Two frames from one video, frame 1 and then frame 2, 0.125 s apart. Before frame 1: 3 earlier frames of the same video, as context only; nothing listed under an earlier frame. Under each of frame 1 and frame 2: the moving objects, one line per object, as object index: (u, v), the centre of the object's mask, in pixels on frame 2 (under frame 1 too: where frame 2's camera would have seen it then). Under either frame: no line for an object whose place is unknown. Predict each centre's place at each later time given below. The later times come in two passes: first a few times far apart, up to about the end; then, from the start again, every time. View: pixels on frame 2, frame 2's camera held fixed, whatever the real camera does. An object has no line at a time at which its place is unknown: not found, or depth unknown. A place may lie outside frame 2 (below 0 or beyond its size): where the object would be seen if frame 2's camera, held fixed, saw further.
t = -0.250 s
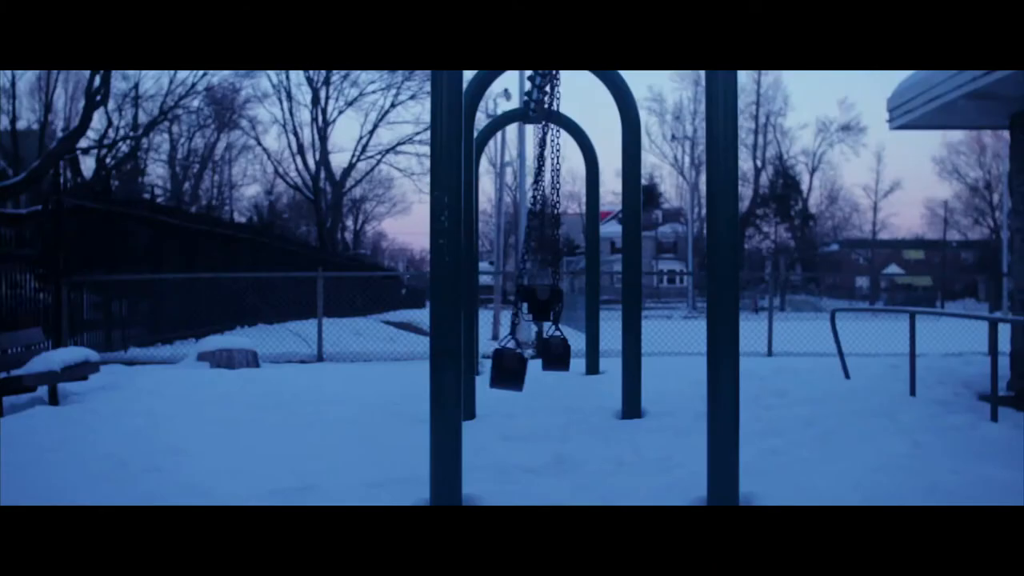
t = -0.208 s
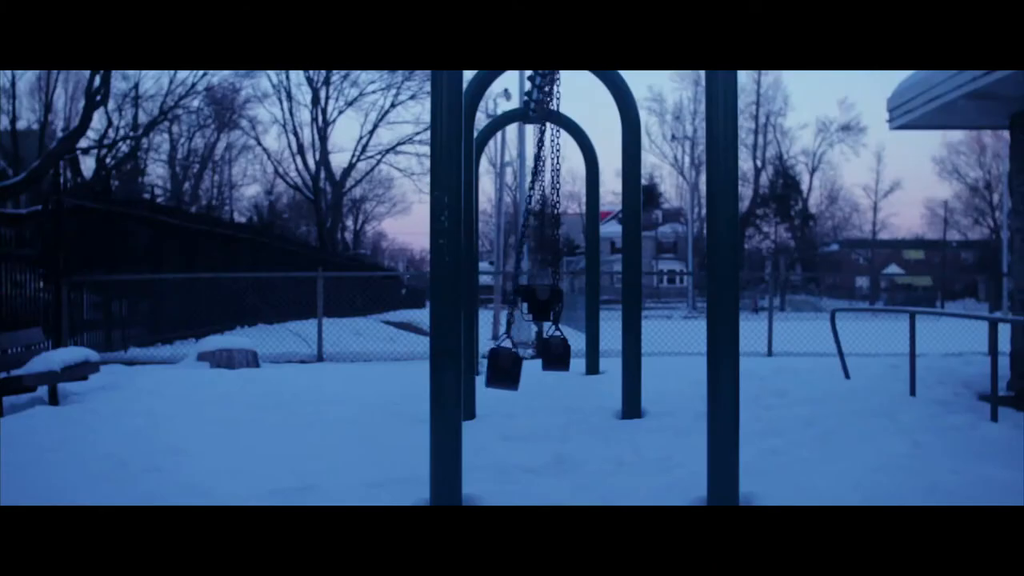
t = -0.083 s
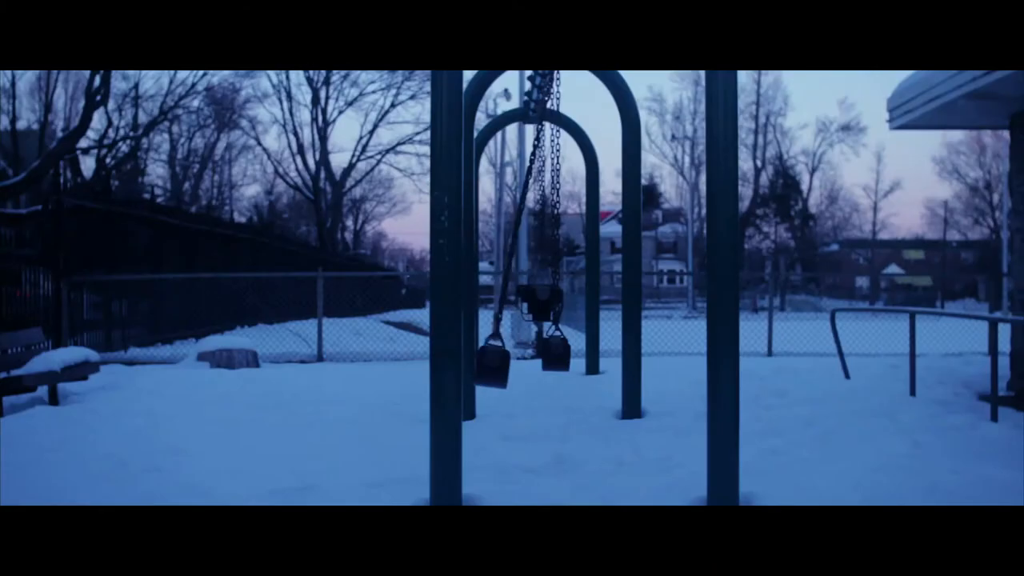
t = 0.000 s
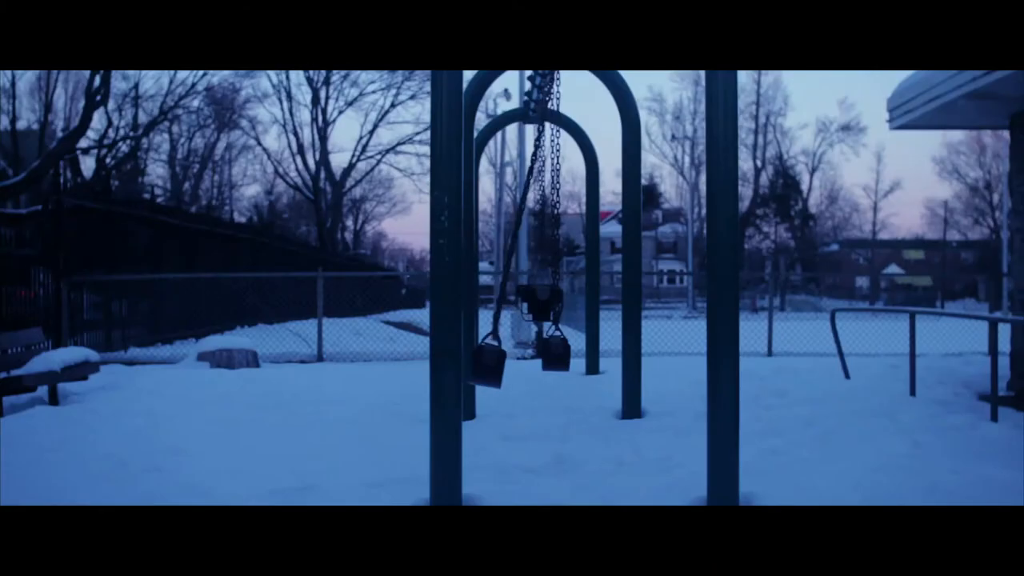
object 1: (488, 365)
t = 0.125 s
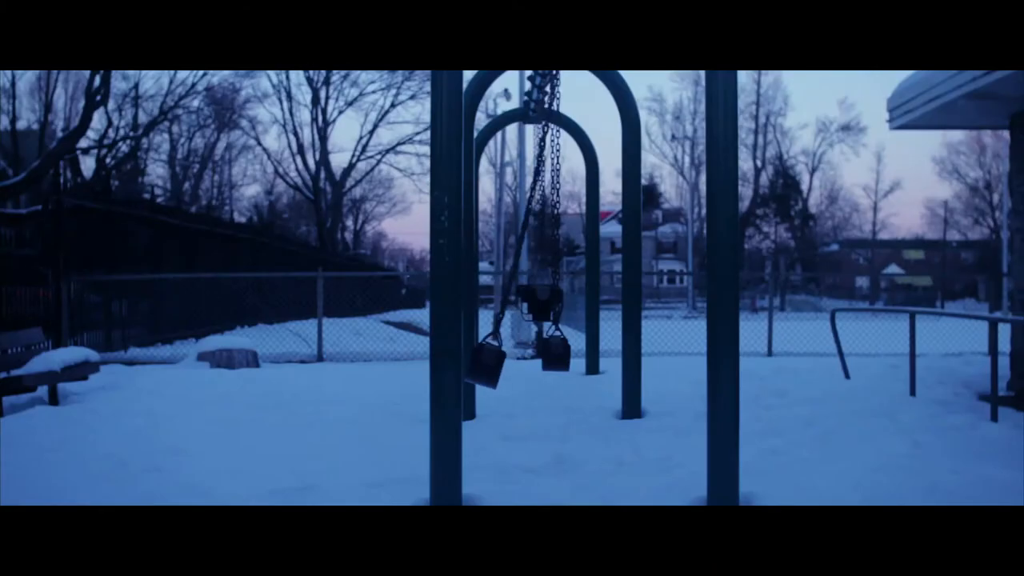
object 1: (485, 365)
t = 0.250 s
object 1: (492, 365)
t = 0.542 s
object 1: (545, 373)
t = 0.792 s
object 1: (600, 372)
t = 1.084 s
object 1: (641, 369)
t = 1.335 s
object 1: (653, 366)
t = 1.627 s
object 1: (634, 368)
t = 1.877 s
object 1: (584, 374)
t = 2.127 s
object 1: (530, 371)
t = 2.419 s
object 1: (497, 367)
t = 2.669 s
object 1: (494, 367)
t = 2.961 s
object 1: (519, 371)
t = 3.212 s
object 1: (573, 376)
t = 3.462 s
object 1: (622, 369)
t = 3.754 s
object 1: (647, 366)
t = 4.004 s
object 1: (643, 367)
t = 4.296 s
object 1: (610, 371)
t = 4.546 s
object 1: (557, 377)
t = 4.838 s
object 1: (505, 368)
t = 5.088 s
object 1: (493, 367)
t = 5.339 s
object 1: (506, 369)
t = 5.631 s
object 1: (546, 374)
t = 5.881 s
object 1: (598, 373)
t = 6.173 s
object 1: (642, 366)
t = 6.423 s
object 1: (647, 366)
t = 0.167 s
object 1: (486, 365)
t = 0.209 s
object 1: (488, 365)
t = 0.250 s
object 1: (492, 365)
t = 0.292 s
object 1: (497, 366)
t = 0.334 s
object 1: (503, 367)
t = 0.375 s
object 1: (510, 368)
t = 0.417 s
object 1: (518, 370)
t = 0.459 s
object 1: (526, 371)
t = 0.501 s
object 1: (535, 372)
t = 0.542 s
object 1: (545, 373)
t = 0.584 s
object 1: (555, 375)
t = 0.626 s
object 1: (565, 375)
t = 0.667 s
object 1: (575, 375)
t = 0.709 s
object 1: (584, 374)
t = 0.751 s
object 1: (592, 373)
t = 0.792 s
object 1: (600, 372)
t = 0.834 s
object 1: (608, 371)
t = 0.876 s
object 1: (617, 370)
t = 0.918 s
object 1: (621, 371)
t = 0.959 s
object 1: (627, 370)
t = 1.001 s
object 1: (632, 369)
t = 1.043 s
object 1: (637, 369)
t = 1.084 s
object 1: (641, 369)
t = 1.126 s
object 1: (644, 367)
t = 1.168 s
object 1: (648, 367)
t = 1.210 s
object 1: (650, 367)
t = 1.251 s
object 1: (651, 366)
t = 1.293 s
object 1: (652, 366)
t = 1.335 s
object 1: (653, 366)
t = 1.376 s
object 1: (652, 366)
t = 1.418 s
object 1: (652, 366)
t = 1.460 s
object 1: (650, 366)
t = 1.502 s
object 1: (648, 366)
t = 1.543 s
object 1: (644, 365)
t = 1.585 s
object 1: (639, 367)
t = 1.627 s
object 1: (634, 368)
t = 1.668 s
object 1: (627, 368)
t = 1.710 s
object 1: (620, 369)
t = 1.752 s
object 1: (612, 371)
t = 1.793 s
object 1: (602, 372)
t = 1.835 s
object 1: (593, 373)
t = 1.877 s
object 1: (584, 374)
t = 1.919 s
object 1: (574, 375)
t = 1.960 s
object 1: (565, 375)
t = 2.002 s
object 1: (555, 368)
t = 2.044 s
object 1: (546, 372)
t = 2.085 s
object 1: (537, 372)
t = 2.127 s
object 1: (530, 371)
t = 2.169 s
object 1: (523, 370)
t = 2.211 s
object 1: (516, 370)
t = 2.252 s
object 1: (511, 369)
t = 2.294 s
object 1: (506, 369)
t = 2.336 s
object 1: (502, 368)
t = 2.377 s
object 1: (499, 368)
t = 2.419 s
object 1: (497, 367)
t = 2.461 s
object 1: (495, 367)
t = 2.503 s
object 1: (494, 367)
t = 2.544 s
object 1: (493, 366)
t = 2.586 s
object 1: (493, 366)
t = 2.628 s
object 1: (493, 366)
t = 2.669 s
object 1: (494, 367)
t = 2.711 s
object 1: (495, 367)
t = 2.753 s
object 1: (497, 367)
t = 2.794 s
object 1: (500, 368)
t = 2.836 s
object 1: (503, 369)
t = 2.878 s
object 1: (508, 369)
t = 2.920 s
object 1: (513, 370)
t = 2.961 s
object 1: (519, 371)
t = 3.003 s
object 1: (527, 371)
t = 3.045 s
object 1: (535, 372)
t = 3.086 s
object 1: (543, 373)
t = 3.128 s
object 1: (553, 375)
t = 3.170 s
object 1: (564, 377)
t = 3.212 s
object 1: (573, 376)
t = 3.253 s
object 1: (582, 375)
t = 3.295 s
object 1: (591, 374)
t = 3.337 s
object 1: (600, 373)
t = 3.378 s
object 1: (609, 372)
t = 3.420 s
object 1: (615, 371)
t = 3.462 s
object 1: (622, 369)
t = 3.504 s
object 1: (629, 369)
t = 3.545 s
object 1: (634, 369)
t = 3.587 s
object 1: (638, 368)
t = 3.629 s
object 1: (642, 367)
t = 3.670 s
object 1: (645, 367)
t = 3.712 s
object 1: (646, 367)
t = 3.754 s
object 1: (647, 366)
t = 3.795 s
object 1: (647, 366)
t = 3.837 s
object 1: (647, 366)
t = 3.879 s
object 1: (646, 366)
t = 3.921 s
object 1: (646, 366)
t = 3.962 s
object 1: (645, 367)
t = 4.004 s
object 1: (643, 367)
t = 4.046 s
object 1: (640, 368)
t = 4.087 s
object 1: (637, 368)
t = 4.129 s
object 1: (633, 369)
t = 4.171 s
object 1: (628, 369)
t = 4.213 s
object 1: (622, 370)
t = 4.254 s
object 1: (617, 371)
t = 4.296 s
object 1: (610, 371)
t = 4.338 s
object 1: (601, 372)
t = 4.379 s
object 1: (593, 373)
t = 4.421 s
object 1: (585, 374)
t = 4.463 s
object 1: (576, 375)
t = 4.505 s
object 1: (567, 376)
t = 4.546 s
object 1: (557, 377)
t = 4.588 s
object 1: (546, 377)
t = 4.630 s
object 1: (538, 373)
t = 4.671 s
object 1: (531, 371)
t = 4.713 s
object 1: (523, 370)
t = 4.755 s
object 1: (516, 370)
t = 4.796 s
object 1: (511, 369)
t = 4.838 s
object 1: (505, 368)
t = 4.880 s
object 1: (501, 367)
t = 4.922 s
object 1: (497, 367)
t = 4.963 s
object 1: (495, 366)
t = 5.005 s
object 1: (494, 367)
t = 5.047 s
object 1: (493, 367)
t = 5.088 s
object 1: (493, 367)
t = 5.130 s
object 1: (494, 367)
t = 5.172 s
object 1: (495, 367)
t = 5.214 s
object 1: (498, 367)
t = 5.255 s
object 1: (500, 368)
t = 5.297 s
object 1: (503, 368)
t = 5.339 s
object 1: (506, 369)
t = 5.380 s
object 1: (510, 370)
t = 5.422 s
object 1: (515, 370)
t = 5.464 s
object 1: (519, 371)
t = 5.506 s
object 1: (525, 371)
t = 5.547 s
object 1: (531, 372)
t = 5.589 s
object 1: (538, 373)
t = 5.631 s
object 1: (546, 374)
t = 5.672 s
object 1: (554, 375)
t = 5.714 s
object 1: (564, 376)
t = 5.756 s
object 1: (572, 375)
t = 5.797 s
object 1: (581, 375)
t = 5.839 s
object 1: (589, 374)
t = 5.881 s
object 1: (598, 373)
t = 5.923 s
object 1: (606, 372)
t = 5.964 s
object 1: (613, 371)
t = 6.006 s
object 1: (621, 370)
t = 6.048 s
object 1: (627, 369)
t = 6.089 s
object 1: (633, 368)
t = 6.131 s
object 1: (638, 367)
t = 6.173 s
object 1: (642, 366)
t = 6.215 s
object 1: (646, 366)
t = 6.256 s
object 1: (647, 365)
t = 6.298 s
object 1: (648, 365)
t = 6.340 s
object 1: (648, 365)
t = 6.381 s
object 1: (648, 365)
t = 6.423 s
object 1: (647, 366)
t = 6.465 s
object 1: (645, 367)
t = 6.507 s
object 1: (642, 367)
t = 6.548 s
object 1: (639, 368)
